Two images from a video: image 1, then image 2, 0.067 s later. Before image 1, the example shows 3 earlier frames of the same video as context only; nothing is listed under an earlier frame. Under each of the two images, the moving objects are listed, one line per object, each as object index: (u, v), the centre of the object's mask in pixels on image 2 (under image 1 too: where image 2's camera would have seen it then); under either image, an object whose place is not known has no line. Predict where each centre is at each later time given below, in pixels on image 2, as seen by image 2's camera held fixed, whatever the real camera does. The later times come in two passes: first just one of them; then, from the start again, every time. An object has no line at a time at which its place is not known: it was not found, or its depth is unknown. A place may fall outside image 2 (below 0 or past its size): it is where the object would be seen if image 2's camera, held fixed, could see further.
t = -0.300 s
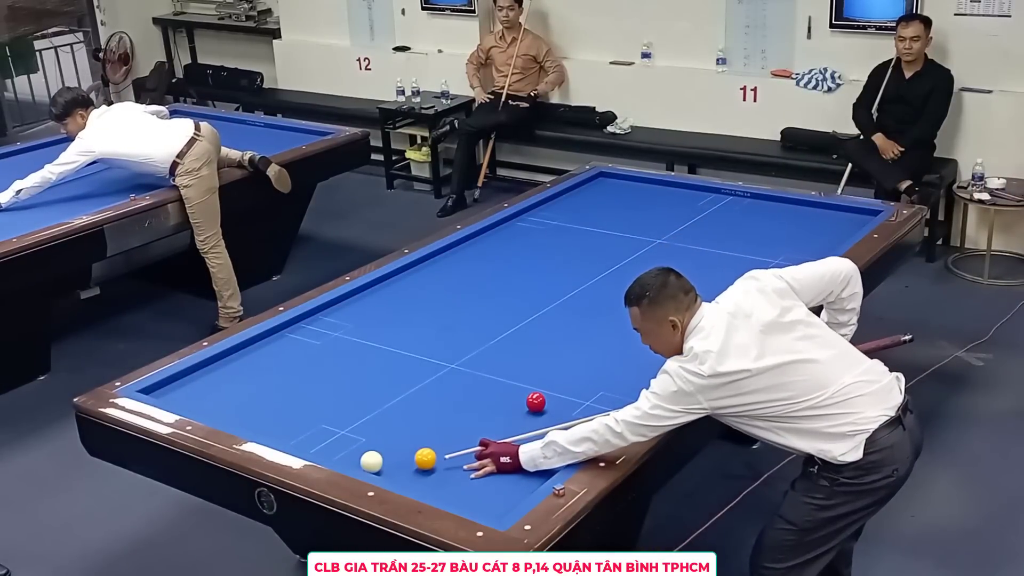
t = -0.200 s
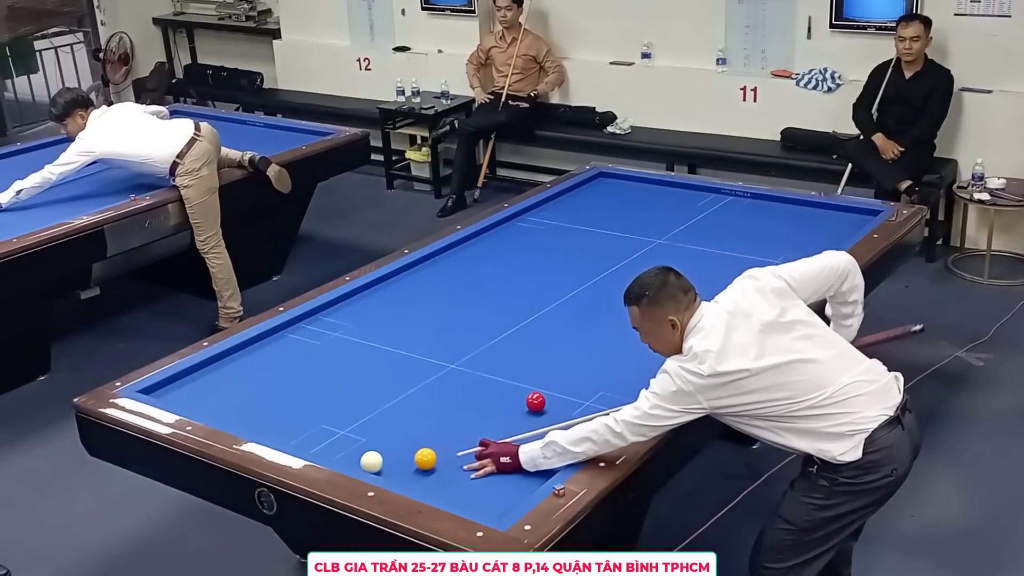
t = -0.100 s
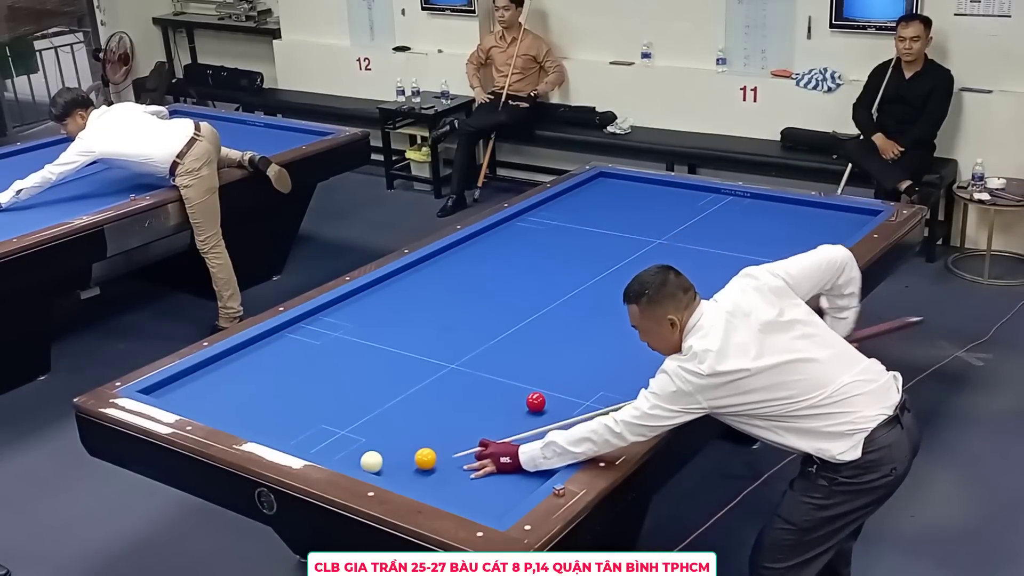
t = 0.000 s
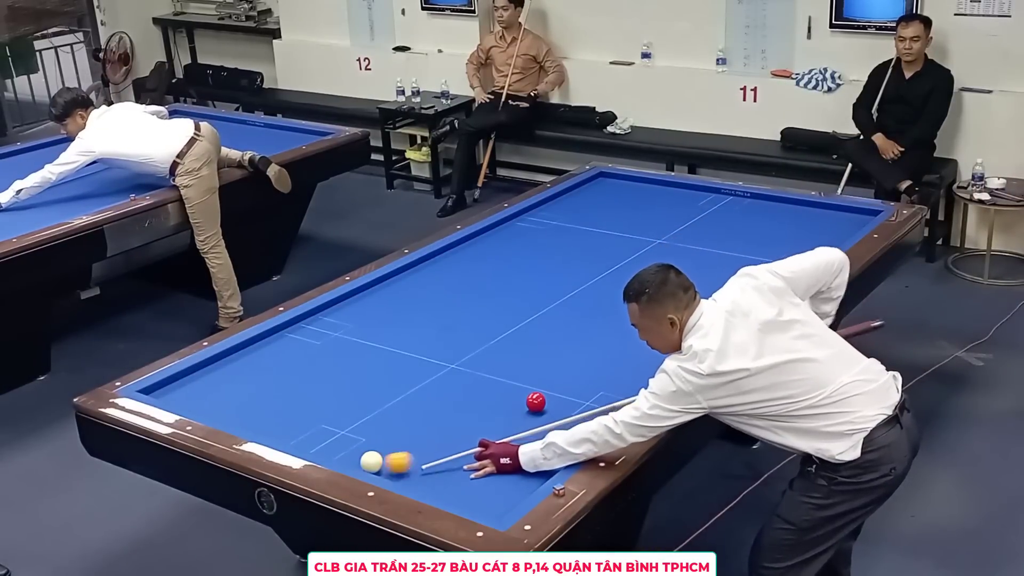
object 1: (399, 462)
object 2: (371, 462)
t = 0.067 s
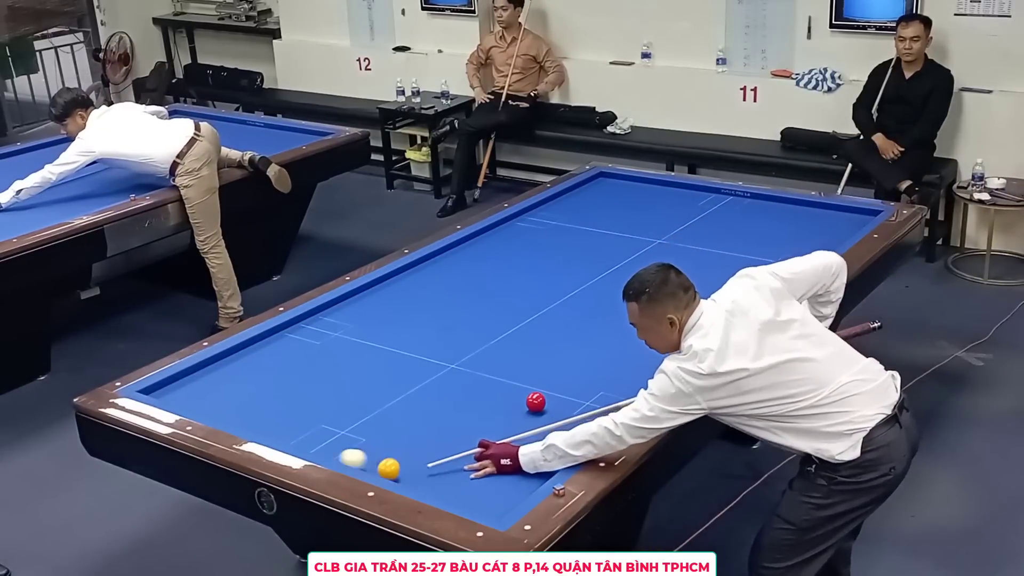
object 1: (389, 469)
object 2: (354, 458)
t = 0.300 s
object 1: (417, 473)
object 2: (315, 441)
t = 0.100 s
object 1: (388, 471)
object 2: (344, 456)
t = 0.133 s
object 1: (391, 472)
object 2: (338, 453)
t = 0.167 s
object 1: (396, 472)
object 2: (333, 451)
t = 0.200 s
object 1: (402, 473)
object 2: (329, 448)
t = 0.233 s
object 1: (407, 473)
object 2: (325, 446)
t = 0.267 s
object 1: (412, 473)
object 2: (320, 443)
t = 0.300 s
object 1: (417, 473)
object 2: (315, 441)
